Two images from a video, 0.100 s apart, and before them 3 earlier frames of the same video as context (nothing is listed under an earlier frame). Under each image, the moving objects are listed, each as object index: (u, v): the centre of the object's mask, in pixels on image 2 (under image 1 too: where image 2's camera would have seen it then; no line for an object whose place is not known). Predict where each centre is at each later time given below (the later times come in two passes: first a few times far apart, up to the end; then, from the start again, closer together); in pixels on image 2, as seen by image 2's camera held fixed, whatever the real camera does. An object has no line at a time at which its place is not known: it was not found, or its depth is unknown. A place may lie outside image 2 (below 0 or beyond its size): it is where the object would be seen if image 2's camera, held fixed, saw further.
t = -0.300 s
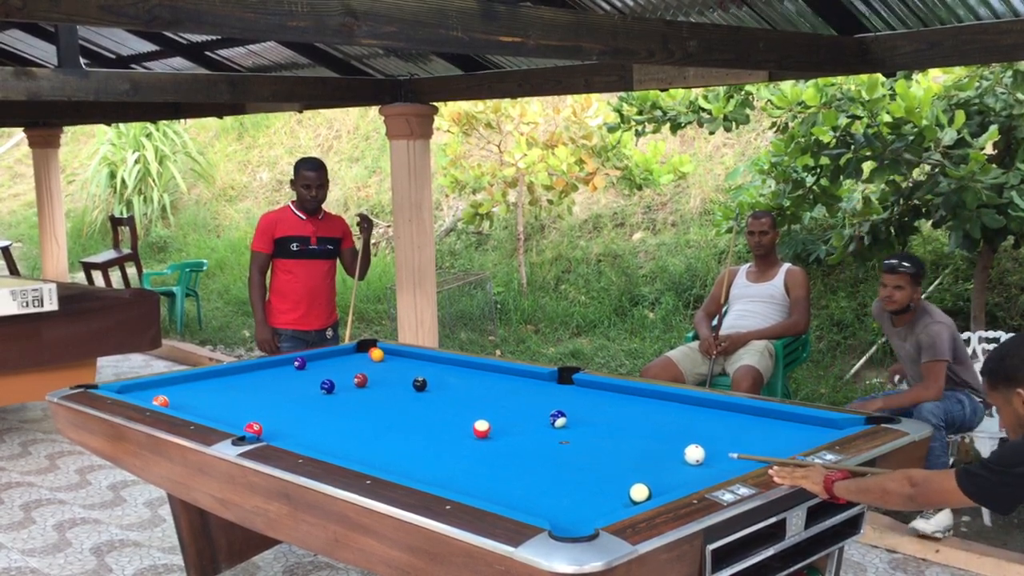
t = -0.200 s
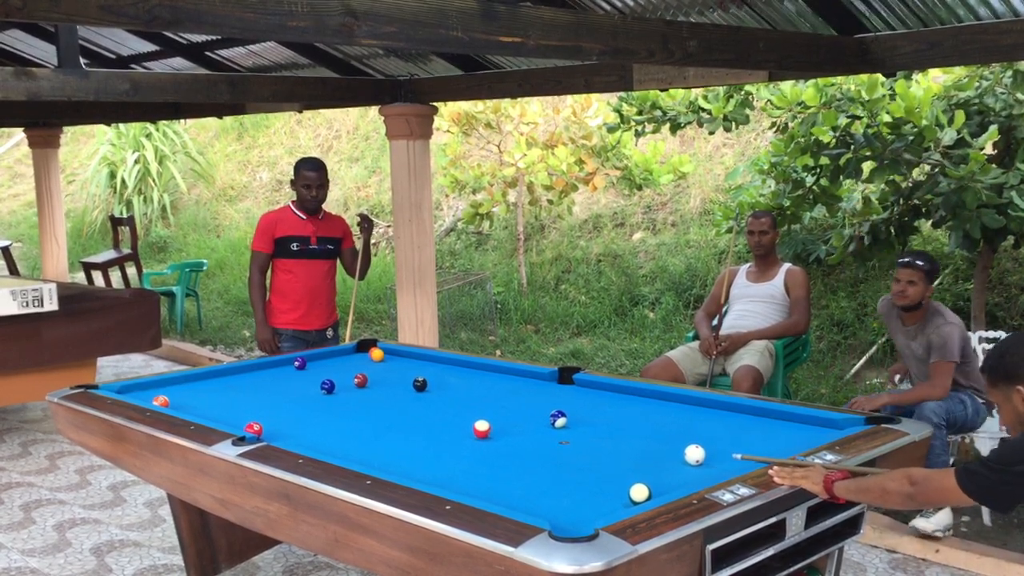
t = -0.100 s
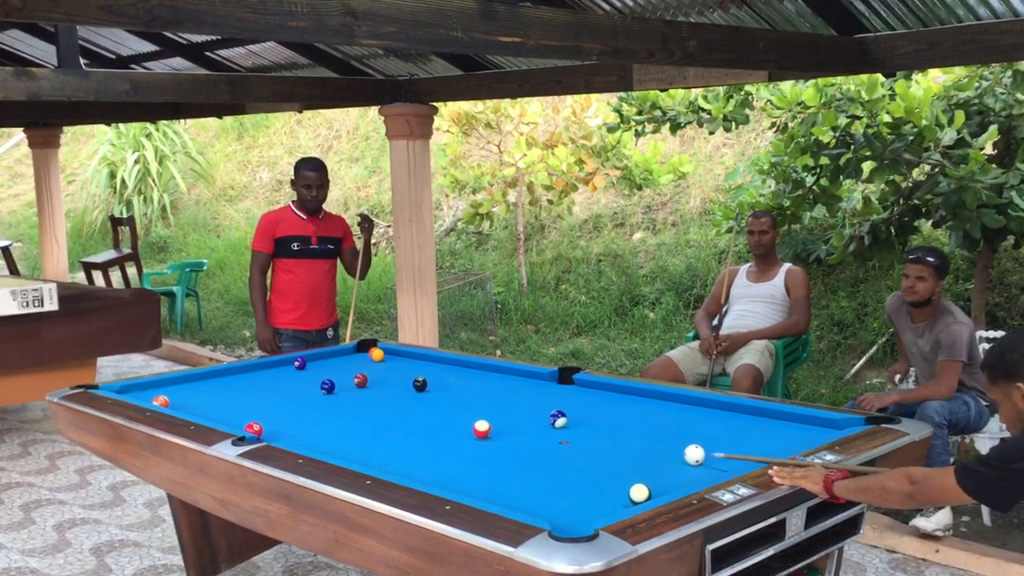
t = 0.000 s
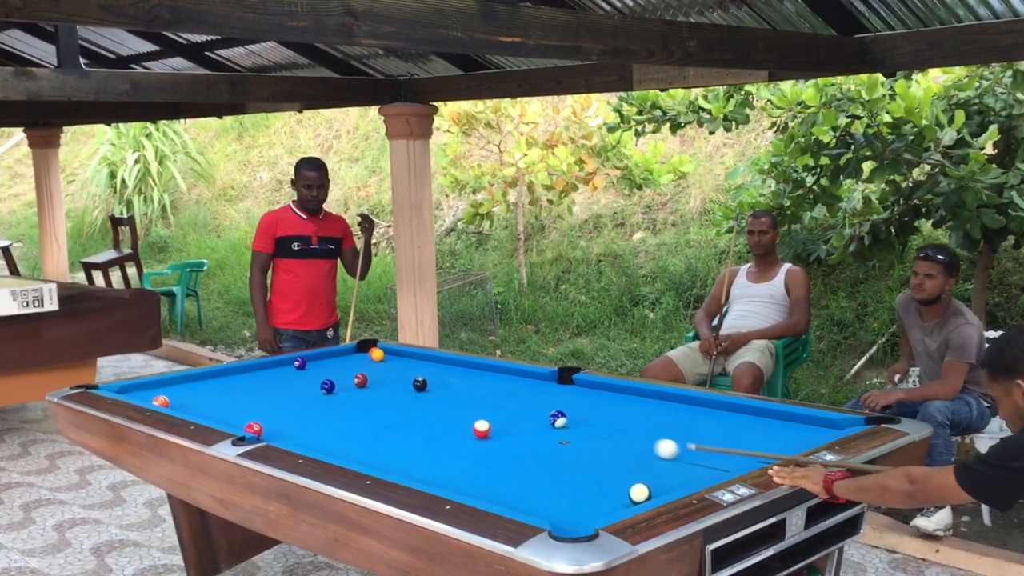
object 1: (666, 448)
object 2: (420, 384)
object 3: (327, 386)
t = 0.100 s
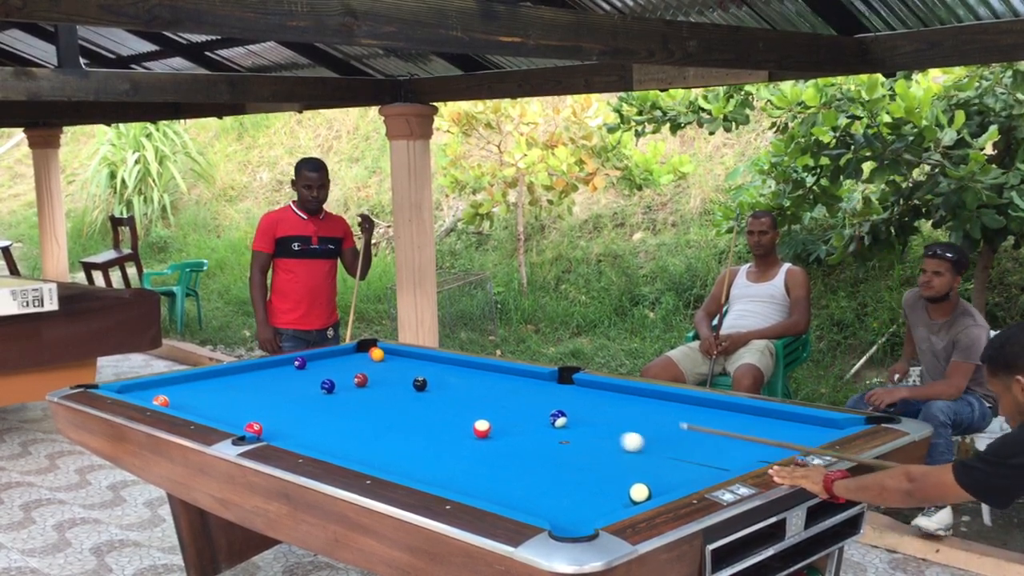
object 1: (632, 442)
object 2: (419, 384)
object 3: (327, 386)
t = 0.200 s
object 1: (600, 435)
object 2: (419, 384)
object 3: (327, 386)
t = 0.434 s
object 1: (533, 422)
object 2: (419, 384)
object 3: (327, 386)
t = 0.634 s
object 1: (483, 411)
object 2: (420, 384)
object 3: (328, 386)
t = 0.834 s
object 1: (437, 403)
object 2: (419, 384)
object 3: (327, 386)
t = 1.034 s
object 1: (397, 395)
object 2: (419, 384)
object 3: (327, 386)
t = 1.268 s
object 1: (355, 387)
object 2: (420, 384)
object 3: (327, 386)
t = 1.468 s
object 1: (328, 377)
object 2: (419, 384)
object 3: (323, 386)
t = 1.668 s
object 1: (304, 373)
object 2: (419, 384)
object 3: (317, 387)
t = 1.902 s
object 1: (281, 366)
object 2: (420, 384)
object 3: (312, 388)
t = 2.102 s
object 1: (278, 365)
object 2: (419, 384)
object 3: (307, 389)
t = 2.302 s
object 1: (295, 367)
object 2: (419, 384)
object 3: (305, 389)
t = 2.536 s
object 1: (315, 371)
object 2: (419, 385)
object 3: (302, 391)
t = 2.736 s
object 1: (333, 373)
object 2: (418, 385)
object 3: (301, 390)
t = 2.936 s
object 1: (349, 375)
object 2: (418, 386)
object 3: (301, 391)
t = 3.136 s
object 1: (370, 376)
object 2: (419, 384)
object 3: (302, 390)
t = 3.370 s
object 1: (389, 380)
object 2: (419, 384)
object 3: (302, 389)
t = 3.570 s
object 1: (407, 382)
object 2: (420, 384)
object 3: (303, 389)
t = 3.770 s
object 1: (410, 383)
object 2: (432, 386)
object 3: (303, 390)
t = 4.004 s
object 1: (413, 384)
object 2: (446, 386)
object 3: (303, 389)
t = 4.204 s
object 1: (415, 384)
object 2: (457, 387)
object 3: (303, 389)
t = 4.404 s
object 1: (416, 385)
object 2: (466, 389)
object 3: (303, 390)
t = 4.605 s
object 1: (416, 386)
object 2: (475, 391)
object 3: (302, 390)
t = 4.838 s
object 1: (415, 386)
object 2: (483, 392)
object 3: (301, 391)
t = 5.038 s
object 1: (416, 385)
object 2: (492, 392)
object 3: (302, 390)
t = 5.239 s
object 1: (416, 386)
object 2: (499, 394)
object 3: (301, 391)
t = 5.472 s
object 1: (417, 385)
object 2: (508, 393)
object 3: (302, 389)
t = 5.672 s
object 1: (416, 387)
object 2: (513, 395)
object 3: (300, 391)
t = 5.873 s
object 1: (417, 385)
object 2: (520, 394)
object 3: (302, 390)
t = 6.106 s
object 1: (417, 384)
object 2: (525, 394)
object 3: (302, 388)
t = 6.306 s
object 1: (417, 385)
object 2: (529, 395)
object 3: (302, 390)
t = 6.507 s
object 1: (418, 384)
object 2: (533, 394)
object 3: (303, 388)
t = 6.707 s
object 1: (418, 385)
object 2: (535, 395)
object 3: (303, 389)
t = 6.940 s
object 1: (417, 385)
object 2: (536, 396)
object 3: (302, 390)
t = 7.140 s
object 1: (417, 386)
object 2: (536, 396)
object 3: (302, 390)
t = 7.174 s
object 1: (417, 386)
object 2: (536, 396)
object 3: (302, 390)
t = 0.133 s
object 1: (621, 440)
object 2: (419, 384)
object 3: (327, 386)
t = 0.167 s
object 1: (610, 438)
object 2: (419, 384)
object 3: (327, 386)
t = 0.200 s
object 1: (600, 435)
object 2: (419, 384)
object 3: (327, 386)
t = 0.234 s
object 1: (589, 433)
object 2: (419, 384)
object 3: (327, 386)
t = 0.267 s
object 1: (579, 432)
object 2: (419, 384)
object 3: (327, 386)
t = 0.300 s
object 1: (570, 430)
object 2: (419, 384)
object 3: (327, 386)
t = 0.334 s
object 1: (560, 428)
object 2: (419, 384)
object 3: (327, 386)
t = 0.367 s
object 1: (550, 426)
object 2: (419, 384)
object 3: (327, 386)
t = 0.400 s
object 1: (541, 424)
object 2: (419, 384)
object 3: (327, 386)
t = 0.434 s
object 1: (533, 422)
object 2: (419, 384)
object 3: (327, 386)
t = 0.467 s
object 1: (524, 420)
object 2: (419, 384)
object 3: (327, 386)
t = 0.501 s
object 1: (515, 419)
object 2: (419, 384)
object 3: (327, 386)
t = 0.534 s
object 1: (507, 417)
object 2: (419, 383)
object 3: (327, 386)
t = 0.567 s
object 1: (499, 415)
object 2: (420, 384)
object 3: (327, 386)
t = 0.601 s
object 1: (491, 414)
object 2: (419, 384)
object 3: (327, 386)
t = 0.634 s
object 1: (483, 411)
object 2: (420, 384)
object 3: (328, 386)
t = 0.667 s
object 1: (475, 410)
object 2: (420, 384)
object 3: (327, 386)
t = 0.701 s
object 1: (467, 409)
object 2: (419, 384)
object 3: (327, 386)
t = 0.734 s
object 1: (459, 407)
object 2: (420, 384)
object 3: (328, 386)
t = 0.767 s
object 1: (452, 406)
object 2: (419, 384)
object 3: (327, 386)
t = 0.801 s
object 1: (445, 405)
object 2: (419, 384)
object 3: (327, 386)
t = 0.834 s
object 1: (437, 403)
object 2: (419, 384)
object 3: (327, 386)
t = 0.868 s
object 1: (431, 402)
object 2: (419, 384)
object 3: (327, 386)
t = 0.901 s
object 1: (424, 400)
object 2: (420, 384)
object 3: (327, 386)
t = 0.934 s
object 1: (417, 399)
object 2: (420, 384)
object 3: (327, 386)
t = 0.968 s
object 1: (410, 398)
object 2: (419, 384)
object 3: (327, 386)
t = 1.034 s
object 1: (397, 395)
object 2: (419, 384)
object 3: (327, 386)
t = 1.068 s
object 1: (391, 394)
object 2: (419, 384)
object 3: (327, 386)
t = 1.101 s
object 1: (385, 393)
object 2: (420, 384)
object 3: (327, 386)
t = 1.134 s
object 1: (379, 391)
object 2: (420, 384)
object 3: (327, 386)
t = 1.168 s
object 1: (373, 390)
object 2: (419, 384)
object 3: (327, 386)
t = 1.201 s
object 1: (367, 389)
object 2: (420, 384)
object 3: (328, 386)
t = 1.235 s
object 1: (362, 388)
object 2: (420, 384)
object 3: (328, 386)
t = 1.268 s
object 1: (355, 387)
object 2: (420, 384)
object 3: (327, 386)
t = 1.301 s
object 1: (350, 385)
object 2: (419, 384)
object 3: (327, 386)
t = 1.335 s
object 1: (344, 384)
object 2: (419, 384)
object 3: (327, 386)
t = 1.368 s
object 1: (340, 383)
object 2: (420, 384)
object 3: (327, 386)
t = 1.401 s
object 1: (337, 381)
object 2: (419, 384)
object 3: (325, 386)
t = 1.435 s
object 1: (332, 380)
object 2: (419, 384)
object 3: (324, 387)
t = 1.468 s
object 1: (328, 377)
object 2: (419, 384)
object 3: (323, 386)
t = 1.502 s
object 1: (323, 376)
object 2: (419, 384)
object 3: (322, 387)
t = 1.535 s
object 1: (318, 377)
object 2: (419, 384)
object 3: (321, 387)
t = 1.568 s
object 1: (315, 375)
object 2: (419, 384)
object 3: (320, 387)
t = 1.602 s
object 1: (311, 375)
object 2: (419, 384)
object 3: (319, 387)
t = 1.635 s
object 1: (308, 374)
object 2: (419, 384)
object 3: (318, 387)
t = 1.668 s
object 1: (304, 373)
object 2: (419, 384)
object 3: (317, 387)
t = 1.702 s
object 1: (301, 373)
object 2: (419, 384)
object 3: (317, 388)
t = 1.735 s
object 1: (297, 371)
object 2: (420, 383)
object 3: (316, 387)
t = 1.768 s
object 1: (294, 369)
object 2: (420, 383)
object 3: (315, 387)
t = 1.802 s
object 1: (291, 369)
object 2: (420, 383)
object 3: (315, 388)
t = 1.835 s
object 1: (287, 368)
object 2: (420, 384)
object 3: (314, 388)
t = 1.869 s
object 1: (284, 367)
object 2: (420, 384)
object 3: (313, 388)
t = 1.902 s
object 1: (281, 366)
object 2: (420, 384)
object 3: (312, 388)
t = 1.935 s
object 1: (278, 365)
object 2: (420, 384)
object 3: (311, 388)
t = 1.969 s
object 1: (274, 365)
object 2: (419, 384)
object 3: (310, 389)
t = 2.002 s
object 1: (270, 364)
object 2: (419, 384)
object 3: (309, 389)
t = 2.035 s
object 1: (271, 364)
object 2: (419, 384)
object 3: (309, 389)
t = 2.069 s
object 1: (274, 364)
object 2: (419, 384)
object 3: (308, 389)
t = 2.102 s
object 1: (278, 365)
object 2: (419, 384)
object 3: (307, 389)
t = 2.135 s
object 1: (281, 365)
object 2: (419, 384)
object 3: (307, 390)
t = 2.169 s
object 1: (283, 364)
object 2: (419, 384)
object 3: (306, 388)
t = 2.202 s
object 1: (286, 365)
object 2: (419, 384)
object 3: (306, 389)
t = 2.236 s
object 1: (289, 366)
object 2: (419, 384)
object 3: (306, 390)
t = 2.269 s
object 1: (292, 366)
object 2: (419, 384)
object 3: (305, 389)
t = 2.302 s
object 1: (295, 367)
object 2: (419, 384)
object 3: (305, 389)
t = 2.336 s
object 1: (298, 367)
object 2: (419, 384)
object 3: (305, 389)
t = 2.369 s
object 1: (301, 367)
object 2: (419, 384)
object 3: (304, 389)
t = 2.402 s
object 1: (304, 368)
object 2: (419, 384)
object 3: (304, 389)
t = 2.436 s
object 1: (307, 368)
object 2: (419, 384)
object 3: (304, 389)
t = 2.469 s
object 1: (310, 369)
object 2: (419, 384)
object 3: (303, 389)
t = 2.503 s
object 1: (313, 369)
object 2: (419, 384)
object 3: (303, 389)
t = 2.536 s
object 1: (315, 371)
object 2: (419, 385)
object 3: (302, 391)
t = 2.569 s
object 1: (319, 371)
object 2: (419, 385)
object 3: (303, 390)
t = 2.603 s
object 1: (322, 371)
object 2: (419, 384)
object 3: (302, 390)
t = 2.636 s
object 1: (324, 372)
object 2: (419, 385)
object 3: (302, 390)
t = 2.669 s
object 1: (327, 372)
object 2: (419, 384)
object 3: (302, 390)
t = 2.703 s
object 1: (330, 372)
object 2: (419, 384)
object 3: (302, 390)
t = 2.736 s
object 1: (333, 373)
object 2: (418, 385)
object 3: (301, 390)
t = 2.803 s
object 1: (339, 373)
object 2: (419, 384)
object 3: (302, 389)
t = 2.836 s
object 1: (342, 374)
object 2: (419, 384)
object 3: (301, 390)
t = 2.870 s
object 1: (344, 375)
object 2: (418, 385)
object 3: (301, 391)
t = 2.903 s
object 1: (347, 374)
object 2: (418, 385)
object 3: (301, 390)
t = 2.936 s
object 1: (349, 375)
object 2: (418, 386)
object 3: (301, 391)
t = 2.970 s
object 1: (352, 374)
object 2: (419, 385)
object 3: (302, 390)
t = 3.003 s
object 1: (355, 372)
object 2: (419, 384)
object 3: (302, 389)
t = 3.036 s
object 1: (359, 373)
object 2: (419, 385)
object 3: (301, 390)
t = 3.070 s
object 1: (365, 373)
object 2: (419, 383)
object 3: (302, 389)
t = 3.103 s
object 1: (368, 375)
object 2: (419, 384)
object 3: (302, 390)
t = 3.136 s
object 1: (370, 376)
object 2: (419, 384)
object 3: (302, 390)
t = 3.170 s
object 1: (373, 377)
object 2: (419, 384)
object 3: (302, 389)
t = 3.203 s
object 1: (374, 378)
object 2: (419, 384)
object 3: (302, 390)
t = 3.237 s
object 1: (378, 378)
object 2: (419, 384)
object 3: (302, 389)
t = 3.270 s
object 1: (381, 379)
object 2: (419, 384)
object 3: (302, 390)
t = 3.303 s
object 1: (384, 378)
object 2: (420, 383)
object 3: (302, 389)
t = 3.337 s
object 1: (387, 379)
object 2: (420, 383)
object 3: (302, 389)
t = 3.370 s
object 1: (389, 380)
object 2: (419, 384)
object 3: (302, 389)
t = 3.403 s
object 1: (393, 379)
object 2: (420, 383)
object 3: (303, 389)
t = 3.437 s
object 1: (395, 380)
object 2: (420, 383)
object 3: (302, 389)
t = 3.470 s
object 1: (399, 381)
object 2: (420, 384)
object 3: (302, 389)
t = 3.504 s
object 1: (402, 380)
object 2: (420, 383)
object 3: (303, 388)
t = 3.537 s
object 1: (405, 381)
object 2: (420, 383)
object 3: (303, 389)
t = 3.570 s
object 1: (407, 382)
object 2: (420, 384)
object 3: (303, 389)
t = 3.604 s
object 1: (408, 382)
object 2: (422, 383)
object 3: (303, 389)
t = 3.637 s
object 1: (409, 381)
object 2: (425, 383)
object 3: (304, 388)
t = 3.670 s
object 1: (409, 382)
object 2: (427, 384)
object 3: (303, 389)
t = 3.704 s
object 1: (410, 382)
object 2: (429, 384)
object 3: (303, 389)
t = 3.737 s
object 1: (410, 381)
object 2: (431, 383)
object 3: (303, 388)
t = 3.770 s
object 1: (410, 383)
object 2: (432, 386)
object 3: (303, 390)
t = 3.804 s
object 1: (410, 383)
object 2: (434, 385)
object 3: (303, 389)
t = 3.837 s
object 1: (411, 382)
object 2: (436, 385)
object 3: (303, 389)
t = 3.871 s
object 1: (411, 383)
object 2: (438, 386)
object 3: (303, 389)
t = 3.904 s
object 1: (411, 383)
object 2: (440, 386)
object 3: (303, 389)
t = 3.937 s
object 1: (412, 384)
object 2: (442, 386)
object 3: (303, 389)
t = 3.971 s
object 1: (413, 384)
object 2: (444, 386)
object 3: (303, 389)
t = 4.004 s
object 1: (413, 384)
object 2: (446, 386)
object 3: (303, 389)
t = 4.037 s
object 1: (413, 384)
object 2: (448, 387)
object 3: (303, 389)
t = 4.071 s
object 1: (415, 382)
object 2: (451, 385)
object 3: (304, 388)
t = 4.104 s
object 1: (414, 383)
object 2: (451, 386)
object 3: (303, 388)
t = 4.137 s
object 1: (414, 384)
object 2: (453, 386)
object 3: (303, 389)
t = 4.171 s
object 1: (414, 384)
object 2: (455, 387)
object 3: (303, 389)
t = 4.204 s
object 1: (415, 384)
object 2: (457, 387)
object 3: (303, 389)
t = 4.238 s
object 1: (415, 384)
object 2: (458, 387)
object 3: (303, 389)
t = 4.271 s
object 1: (415, 385)
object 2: (460, 388)
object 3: (303, 389)
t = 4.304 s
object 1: (416, 384)
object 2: (462, 388)
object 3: (303, 389)
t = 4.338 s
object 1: (416, 384)
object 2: (463, 388)
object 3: (303, 389)
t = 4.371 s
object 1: (416, 384)
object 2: (465, 388)
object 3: (303, 389)
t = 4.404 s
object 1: (416, 385)
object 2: (466, 389)
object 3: (303, 390)
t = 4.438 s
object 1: (416, 384)
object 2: (468, 388)
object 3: (303, 389)
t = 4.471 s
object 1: (416, 385)
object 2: (469, 389)
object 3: (302, 390)
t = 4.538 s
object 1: (417, 384)
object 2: (473, 388)
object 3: (303, 389)
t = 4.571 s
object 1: (416, 385)
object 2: (474, 390)
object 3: (303, 390)
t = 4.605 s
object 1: (416, 386)
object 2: (475, 391)
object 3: (302, 390)
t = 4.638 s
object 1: (416, 385)
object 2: (477, 390)
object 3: (303, 390)
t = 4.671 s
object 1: (416, 385)
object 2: (478, 390)
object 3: (302, 389)
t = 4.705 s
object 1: (416, 385)
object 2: (479, 390)
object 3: (302, 389)
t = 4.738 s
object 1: (416, 386)
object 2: (480, 391)
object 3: (302, 390)
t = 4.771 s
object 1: (416, 386)
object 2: (481, 391)
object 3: (302, 390)
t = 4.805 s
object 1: (416, 386)
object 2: (482, 391)
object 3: (301, 390)
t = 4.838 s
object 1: (415, 386)
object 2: (483, 392)
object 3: (301, 391)
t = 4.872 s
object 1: (415, 386)
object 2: (485, 392)
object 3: (301, 391)
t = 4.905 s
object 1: (416, 386)
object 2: (487, 392)
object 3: (301, 390)
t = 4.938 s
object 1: (417, 385)
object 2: (489, 391)
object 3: (302, 389)
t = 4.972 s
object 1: (416, 385)
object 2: (490, 391)
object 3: (302, 390)
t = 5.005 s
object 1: (416, 386)
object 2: (491, 393)
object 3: (301, 391)
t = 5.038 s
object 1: (416, 385)
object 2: (492, 392)
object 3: (302, 390)
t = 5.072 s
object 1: (416, 385)
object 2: (493, 392)
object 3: (302, 390)
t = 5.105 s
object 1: (416, 386)
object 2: (495, 393)
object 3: (301, 391)
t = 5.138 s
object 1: (416, 386)
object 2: (496, 393)
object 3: (301, 391)
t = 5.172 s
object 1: (416, 386)
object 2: (497, 393)
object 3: (301, 390)
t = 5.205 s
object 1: (416, 386)
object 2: (498, 393)
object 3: (301, 390)
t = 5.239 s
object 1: (416, 386)
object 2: (499, 394)
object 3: (301, 391)
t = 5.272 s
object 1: (416, 385)
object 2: (501, 393)
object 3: (301, 390)
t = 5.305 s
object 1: (417, 387)
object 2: (502, 394)
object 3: (302, 391)
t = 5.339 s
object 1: (417, 386)
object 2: (504, 393)
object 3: (302, 390)
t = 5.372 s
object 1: (417, 385)
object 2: (505, 393)
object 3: (302, 389)
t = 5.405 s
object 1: (416, 386)
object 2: (505, 394)
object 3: (301, 391)
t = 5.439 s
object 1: (417, 385)
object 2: (507, 393)
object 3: (302, 390)
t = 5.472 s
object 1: (417, 385)
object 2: (508, 393)
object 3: (302, 389)
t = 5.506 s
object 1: (417, 386)
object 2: (509, 393)
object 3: (302, 390)
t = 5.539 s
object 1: (417, 385)
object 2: (510, 393)
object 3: (302, 389)
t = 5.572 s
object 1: (417, 385)
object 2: (511, 393)
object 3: (302, 389)
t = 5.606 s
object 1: (416, 386)
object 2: (512, 394)
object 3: (301, 390)
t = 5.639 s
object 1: (416, 386)
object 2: (512, 394)
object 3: (301, 390)
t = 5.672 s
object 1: (416, 387)
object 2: (513, 395)
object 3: (300, 391)
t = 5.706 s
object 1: (417, 385)
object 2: (515, 394)
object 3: (302, 390)
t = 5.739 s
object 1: (417, 386)
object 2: (516, 394)
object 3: (302, 390)
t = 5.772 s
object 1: (417, 385)
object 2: (517, 394)
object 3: (302, 390)
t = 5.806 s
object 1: (417, 385)
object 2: (518, 394)
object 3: (302, 389)
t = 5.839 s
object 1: (417, 385)
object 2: (519, 394)
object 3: (302, 389)
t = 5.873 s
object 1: (417, 385)
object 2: (520, 394)
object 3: (302, 390)
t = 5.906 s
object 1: (417, 386)
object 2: (520, 395)
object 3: (302, 390)
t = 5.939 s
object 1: (416, 385)
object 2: (521, 394)
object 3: (301, 390)
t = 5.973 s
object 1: (416, 386)
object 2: (521, 395)
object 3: (301, 390)
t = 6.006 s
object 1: (416, 386)
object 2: (522, 395)
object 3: (301, 390)
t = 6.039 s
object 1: (416, 387)
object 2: (522, 396)
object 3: (301, 391)
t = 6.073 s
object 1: (416, 386)
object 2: (523, 395)
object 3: (301, 391)
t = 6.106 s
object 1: (417, 384)
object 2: (525, 394)
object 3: (302, 388)
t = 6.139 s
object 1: (418, 385)
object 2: (526, 394)
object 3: (303, 389)
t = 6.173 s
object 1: (417, 386)
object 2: (526, 395)
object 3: (302, 390)
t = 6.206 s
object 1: (418, 385)
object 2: (528, 394)
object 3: (302, 389)
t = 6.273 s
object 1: (417, 385)
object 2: (528, 395)
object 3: (302, 390)
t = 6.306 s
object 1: (417, 385)
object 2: (529, 395)
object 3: (302, 390)
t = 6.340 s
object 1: (417, 386)
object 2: (529, 395)
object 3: (302, 390)
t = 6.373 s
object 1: (417, 386)
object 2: (529, 396)
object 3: (302, 390)
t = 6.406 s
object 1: (416, 386)
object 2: (529, 396)
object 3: (302, 391)
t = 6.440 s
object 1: (416, 387)
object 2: (530, 397)
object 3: (301, 392)
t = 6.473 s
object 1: (417, 384)
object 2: (532, 394)
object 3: (302, 389)
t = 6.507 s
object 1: (418, 384)
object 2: (533, 394)
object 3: (303, 388)
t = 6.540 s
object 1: (418, 385)
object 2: (533, 396)
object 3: (302, 390)
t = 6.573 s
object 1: (418, 385)
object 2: (533, 395)
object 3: (302, 389)
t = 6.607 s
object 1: (418, 384)
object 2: (534, 395)
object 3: (303, 389)
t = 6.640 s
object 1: (418, 385)
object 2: (534, 395)
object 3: (303, 390)
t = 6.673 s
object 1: (418, 385)
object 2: (534, 395)
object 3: (303, 389)
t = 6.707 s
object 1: (418, 385)
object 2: (535, 395)
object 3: (303, 389)
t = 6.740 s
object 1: (417, 386)
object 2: (534, 396)
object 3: (302, 390)
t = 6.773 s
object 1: (417, 387)
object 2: (534, 397)
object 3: (301, 391)
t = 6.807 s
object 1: (417, 386)
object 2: (535, 396)
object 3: (302, 390)
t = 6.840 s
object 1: (417, 386)
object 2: (535, 396)
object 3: (302, 390)
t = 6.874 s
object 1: (416, 386)
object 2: (535, 397)
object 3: (301, 391)
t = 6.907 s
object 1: (418, 385)
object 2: (536, 395)
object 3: (302, 389)
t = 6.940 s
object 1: (417, 385)
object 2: (536, 396)
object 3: (302, 390)
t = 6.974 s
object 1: (417, 386)
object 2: (536, 397)
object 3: (302, 390)
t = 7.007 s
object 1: (418, 385)
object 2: (537, 395)
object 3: (302, 389)
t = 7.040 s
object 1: (417, 385)
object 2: (537, 395)
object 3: (302, 389)
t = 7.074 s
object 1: (417, 385)
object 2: (537, 396)
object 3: (302, 389)
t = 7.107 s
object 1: (417, 386)
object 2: (536, 396)
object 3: (302, 390)
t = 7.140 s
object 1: (417, 386)
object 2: (536, 396)
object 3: (302, 390)
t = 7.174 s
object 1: (417, 386)
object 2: (536, 396)
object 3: (302, 390)
